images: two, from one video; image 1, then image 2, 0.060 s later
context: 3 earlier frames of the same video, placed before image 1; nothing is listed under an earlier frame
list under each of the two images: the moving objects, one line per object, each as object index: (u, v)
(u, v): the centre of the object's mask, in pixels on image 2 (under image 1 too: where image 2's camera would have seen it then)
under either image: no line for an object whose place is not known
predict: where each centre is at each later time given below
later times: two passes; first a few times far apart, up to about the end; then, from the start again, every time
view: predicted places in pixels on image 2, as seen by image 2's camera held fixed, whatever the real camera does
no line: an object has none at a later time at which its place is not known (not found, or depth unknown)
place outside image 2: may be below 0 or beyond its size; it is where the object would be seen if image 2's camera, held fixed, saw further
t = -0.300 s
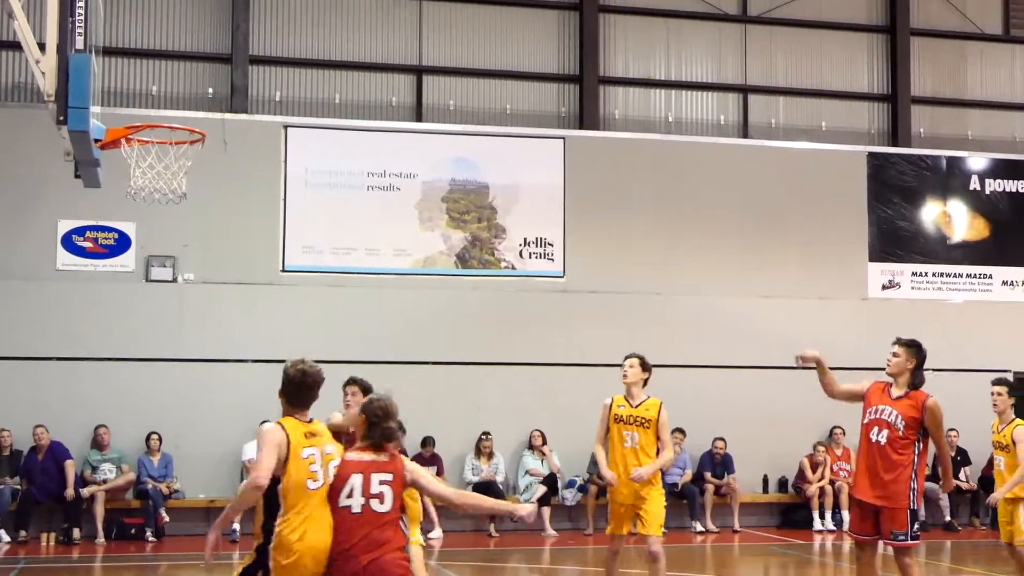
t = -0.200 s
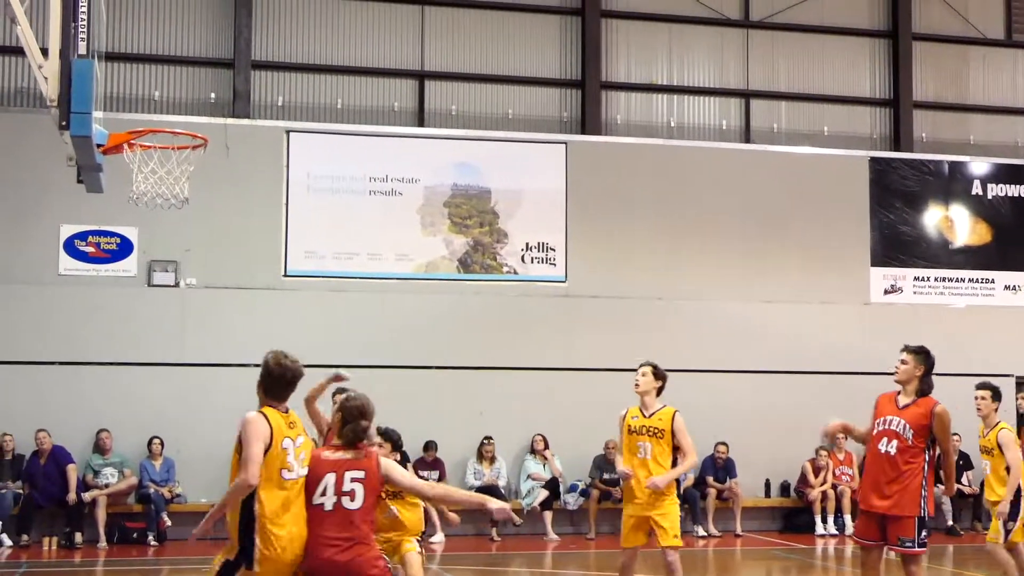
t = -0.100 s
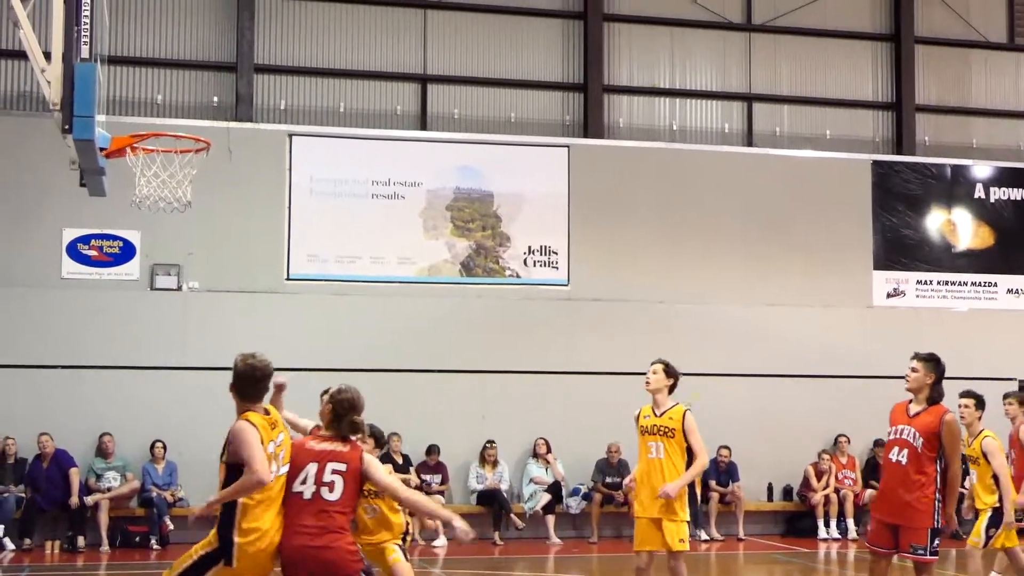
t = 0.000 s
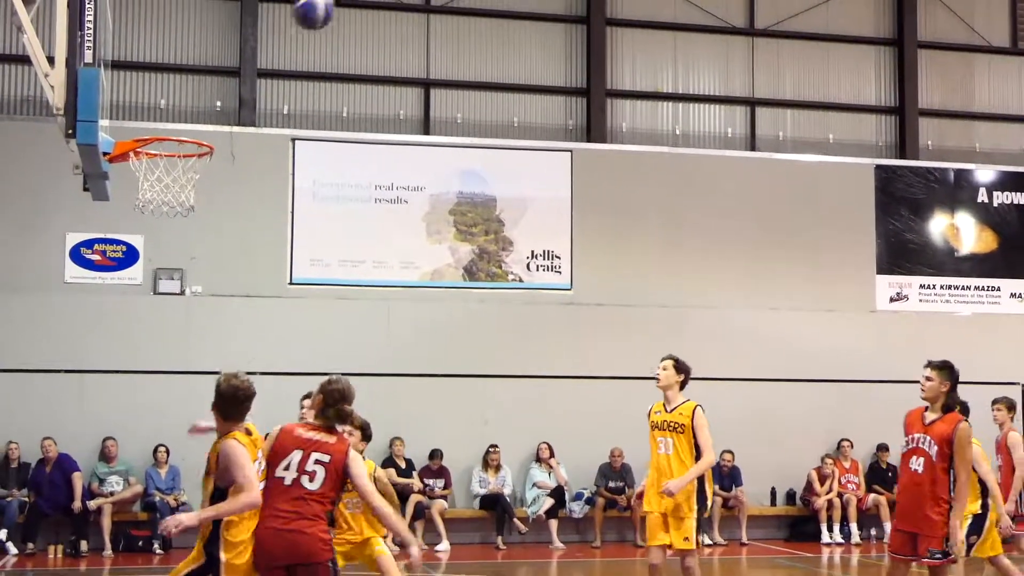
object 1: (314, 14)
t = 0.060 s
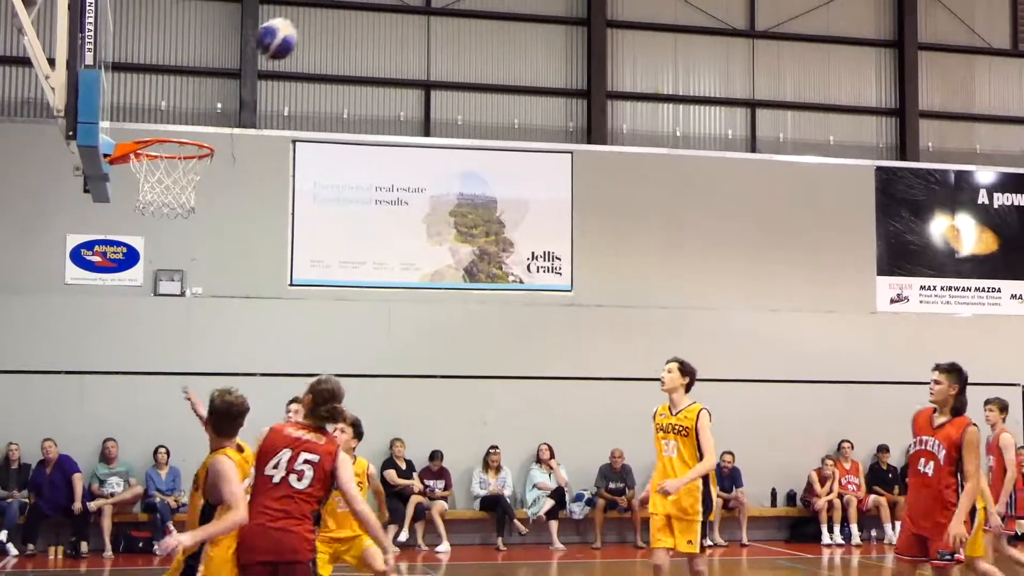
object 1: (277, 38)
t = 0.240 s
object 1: (167, 137)
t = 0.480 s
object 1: (133, 57)
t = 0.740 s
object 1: (128, 43)
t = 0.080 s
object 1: (263, 47)
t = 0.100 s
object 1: (251, 59)
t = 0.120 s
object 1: (238, 72)
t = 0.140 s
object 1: (225, 85)
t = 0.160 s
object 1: (212, 99)
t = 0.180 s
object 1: (200, 113)
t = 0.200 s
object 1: (186, 124)
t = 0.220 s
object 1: (174, 140)
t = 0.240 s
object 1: (167, 137)
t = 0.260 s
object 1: (159, 132)
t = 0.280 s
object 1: (152, 125)
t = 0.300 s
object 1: (143, 124)
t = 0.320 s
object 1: (142, 118)
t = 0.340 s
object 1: (141, 109)
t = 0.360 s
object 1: (140, 102)
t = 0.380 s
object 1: (139, 91)
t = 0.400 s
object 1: (138, 85)
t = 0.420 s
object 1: (137, 77)
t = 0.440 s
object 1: (136, 69)
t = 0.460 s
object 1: (134, 67)
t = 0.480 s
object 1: (133, 57)
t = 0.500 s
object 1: (131, 57)
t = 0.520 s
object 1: (130, 52)
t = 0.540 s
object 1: (129, 47)
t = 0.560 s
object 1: (128, 48)
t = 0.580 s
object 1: (126, 43)
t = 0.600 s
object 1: (126, 43)
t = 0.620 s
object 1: (124, 44)
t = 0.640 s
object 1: (124, 41)
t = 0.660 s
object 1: (124, 42)
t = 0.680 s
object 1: (124, 39)
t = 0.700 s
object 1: (126, 40)
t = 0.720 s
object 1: (127, 40)
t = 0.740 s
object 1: (128, 43)
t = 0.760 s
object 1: (129, 40)
